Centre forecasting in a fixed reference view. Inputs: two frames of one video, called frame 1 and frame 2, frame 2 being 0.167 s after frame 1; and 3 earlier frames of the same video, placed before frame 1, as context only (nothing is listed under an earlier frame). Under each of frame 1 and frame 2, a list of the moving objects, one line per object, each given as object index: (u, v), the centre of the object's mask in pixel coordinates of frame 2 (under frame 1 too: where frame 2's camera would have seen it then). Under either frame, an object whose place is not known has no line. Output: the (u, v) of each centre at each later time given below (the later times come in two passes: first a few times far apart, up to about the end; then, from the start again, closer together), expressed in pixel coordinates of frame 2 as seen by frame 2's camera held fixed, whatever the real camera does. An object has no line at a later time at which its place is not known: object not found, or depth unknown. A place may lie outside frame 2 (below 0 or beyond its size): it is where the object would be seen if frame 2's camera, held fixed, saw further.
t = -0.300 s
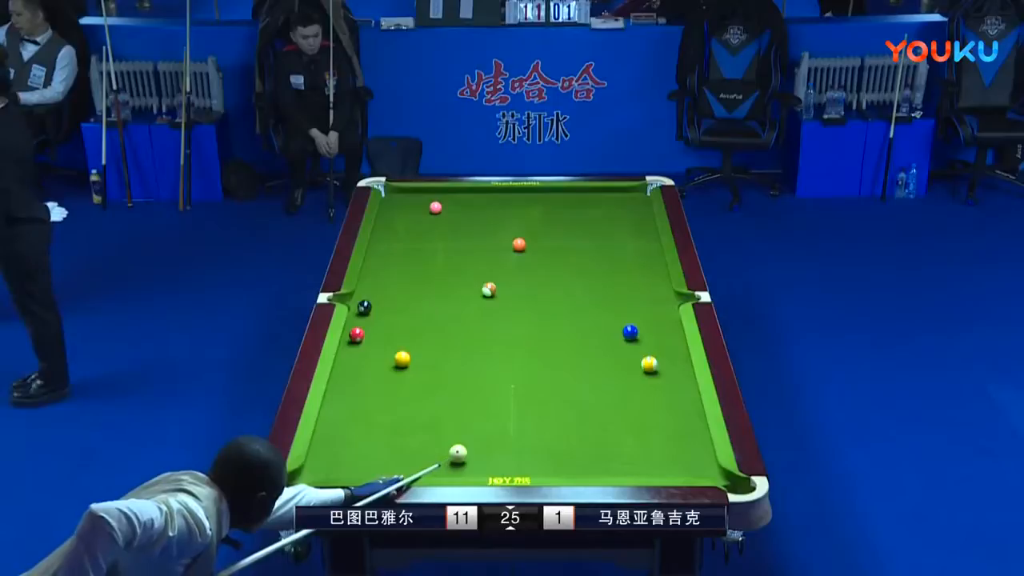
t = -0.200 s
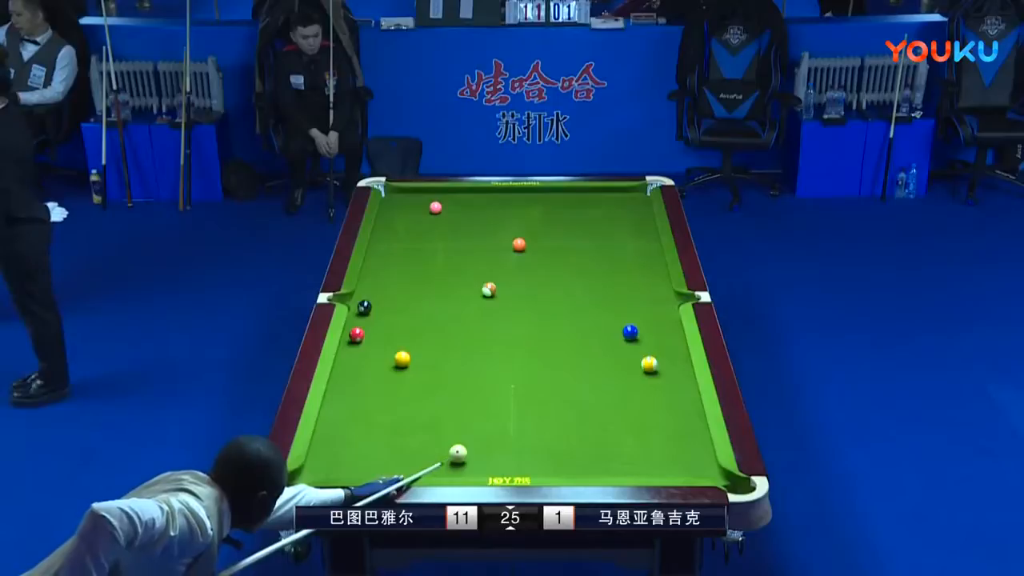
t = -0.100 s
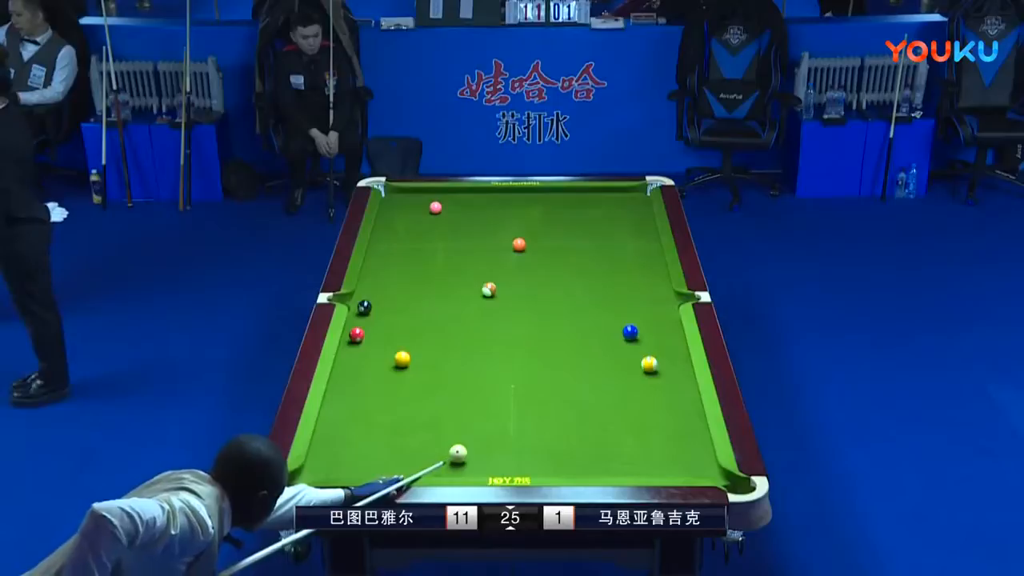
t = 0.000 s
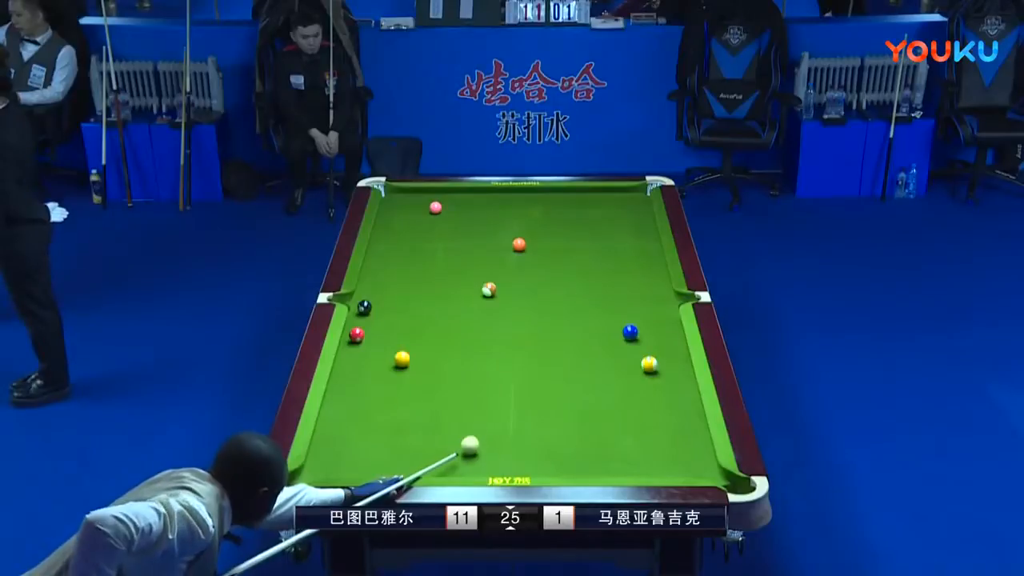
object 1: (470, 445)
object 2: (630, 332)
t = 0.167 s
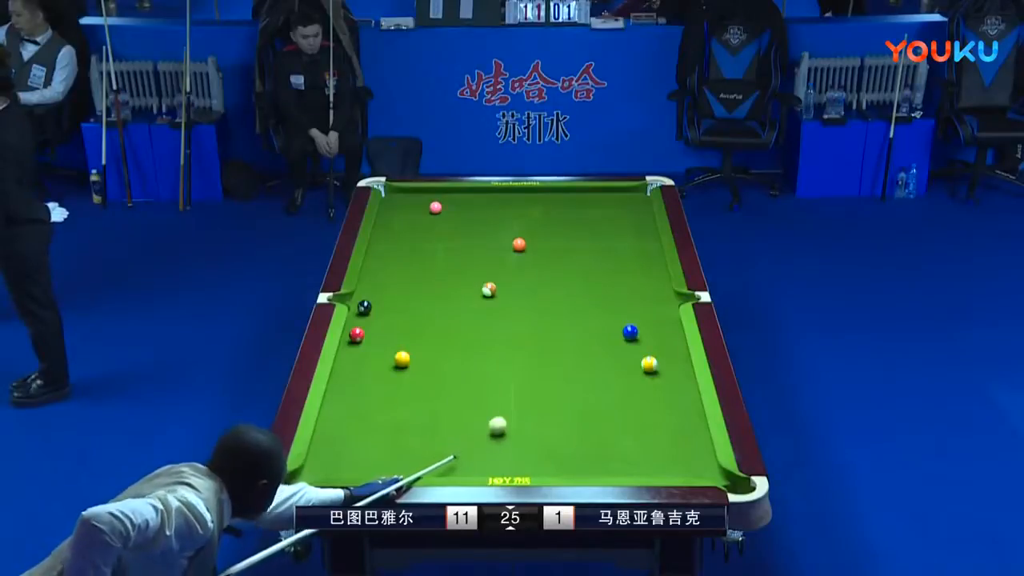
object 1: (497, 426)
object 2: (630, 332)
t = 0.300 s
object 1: (517, 412)
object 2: (630, 332)
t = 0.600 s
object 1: (558, 383)
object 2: (630, 332)
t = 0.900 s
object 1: (593, 358)
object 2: (630, 332)
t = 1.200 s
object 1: (622, 338)
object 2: (633, 329)
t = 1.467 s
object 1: (629, 335)
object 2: (649, 318)
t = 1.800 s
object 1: (638, 331)
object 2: (666, 305)
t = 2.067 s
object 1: (643, 330)
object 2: (678, 297)
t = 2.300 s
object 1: (646, 328)
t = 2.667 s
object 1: (650, 327)
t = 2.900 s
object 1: (652, 326)
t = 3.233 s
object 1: (649, 325)
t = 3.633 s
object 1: (653, 326)
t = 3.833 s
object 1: (652, 326)
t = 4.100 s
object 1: (653, 326)
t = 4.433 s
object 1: (653, 326)
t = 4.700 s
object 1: (653, 326)
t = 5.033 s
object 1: (653, 326)
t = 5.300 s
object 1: (653, 326)
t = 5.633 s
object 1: (653, 326)
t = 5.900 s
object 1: (653, 326)
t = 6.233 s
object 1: (653, 326)
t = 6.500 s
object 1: (653, 326)
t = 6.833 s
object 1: (653, 326)
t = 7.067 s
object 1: (653, 326)
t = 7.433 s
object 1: (653, 326)
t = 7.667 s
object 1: (653, 326)
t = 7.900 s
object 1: (653, 326)
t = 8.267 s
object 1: (653, 326)
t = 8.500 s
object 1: (653, 326)
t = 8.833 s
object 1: (653, 326)
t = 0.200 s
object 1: (503, 422)
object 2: (630, 332)
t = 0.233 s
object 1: (508, 418)
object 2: (630, 332)
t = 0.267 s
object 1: (512, 415)
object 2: (630, 332)
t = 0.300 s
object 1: (517, 412)
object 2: (630, 332)
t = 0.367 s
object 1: (526, 405)
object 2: (630, 332)
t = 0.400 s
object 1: (531, 401)
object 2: (630, 332)
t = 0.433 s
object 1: (536, 398)
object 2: (630, 332)
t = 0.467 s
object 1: (540, 395)
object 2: (630, 332)
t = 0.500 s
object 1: (544, 392)
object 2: (630, 332)
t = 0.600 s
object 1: (558, 383)
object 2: (630, 332)
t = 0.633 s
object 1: (562, 380)
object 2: (630, 332)
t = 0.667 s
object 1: (565, 377)
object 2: (630, 332)
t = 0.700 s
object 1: (570, 375)
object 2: (630, 332)
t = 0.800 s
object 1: (582, 366)
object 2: (630, 332)
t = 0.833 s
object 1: (585, 364)
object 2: (630, 332)
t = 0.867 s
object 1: (589, 361)
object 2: (630, 332)
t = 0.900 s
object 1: (593, 358)
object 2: (630, 332)
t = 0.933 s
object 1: (597, 355)
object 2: (630, 332)
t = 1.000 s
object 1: (604, 351)
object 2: (630, 332)
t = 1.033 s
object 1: (608, 348)
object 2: (630, 332)
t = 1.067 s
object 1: (612, 346)
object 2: (630, 332)
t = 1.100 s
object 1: (615, 343)
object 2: (630, 332)
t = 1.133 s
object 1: (618, 340)
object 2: (631, 332)
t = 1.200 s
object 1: (622, 338)
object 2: (633, 329)
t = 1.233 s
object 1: (623, 338)
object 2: (635, 328)
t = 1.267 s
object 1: (624, 337)
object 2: (637, 327)
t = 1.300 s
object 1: (625, 337)
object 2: (639, 324)
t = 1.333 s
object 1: (626, 336)
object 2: (641, 324)
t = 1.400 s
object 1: (628, 335)
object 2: (645, 321)
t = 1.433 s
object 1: (629, 335)
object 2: (647, 320)
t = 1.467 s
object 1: (629, 335)
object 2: (649, 318)
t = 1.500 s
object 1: (630, 334)
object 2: (651, 317)
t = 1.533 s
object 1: (631, 334)
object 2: (653, 315)
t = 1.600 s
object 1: (633, 333)
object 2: (656, 312)
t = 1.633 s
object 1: (634, 333)
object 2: (658, 311)
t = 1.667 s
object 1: (634, 333)
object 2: (659, 310)
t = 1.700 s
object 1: (635, 332)
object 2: (661, 309)
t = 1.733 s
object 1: (636, 332)
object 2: (663, 307)
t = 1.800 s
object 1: (638, 331)
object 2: (666, 305)
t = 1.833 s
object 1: (638, 331)
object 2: (668, 305)
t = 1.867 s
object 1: (639, 331)
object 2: (669, 303)
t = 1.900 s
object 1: (640, 330)
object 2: (671, 301)
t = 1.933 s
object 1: (640, 330)
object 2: (672, 300)
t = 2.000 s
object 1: (642, 330)
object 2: (677, 298)
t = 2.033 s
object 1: (642, 330)
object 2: (678, 297)
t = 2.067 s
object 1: (643, 330)
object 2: (678, 297)
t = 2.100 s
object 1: (643, 329)
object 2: (678, 298)
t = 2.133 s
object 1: (644, 329)
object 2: (678, 298)
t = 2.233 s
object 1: (645, 328)
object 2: (683, 301)
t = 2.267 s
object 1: (646, 328)
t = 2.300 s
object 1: (646, 328)
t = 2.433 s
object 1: (648, 327)
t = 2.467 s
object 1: (649, 327)
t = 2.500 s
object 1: (649, 327)
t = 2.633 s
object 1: (650, 327)
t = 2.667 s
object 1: (650, 327)
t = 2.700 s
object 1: (651, 327)
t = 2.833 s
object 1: (652, 326)
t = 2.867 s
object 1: (652, 326)
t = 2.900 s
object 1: (652, 326)
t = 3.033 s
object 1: (652, 326)
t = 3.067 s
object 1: (652, 326)
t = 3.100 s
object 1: (652, 326)
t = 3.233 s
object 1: (649, 325)
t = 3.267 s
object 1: (652, 326)
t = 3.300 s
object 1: (653, 326)
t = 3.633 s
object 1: (653, 326)
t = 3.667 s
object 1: (653, 326)
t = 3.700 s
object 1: (653, 326)
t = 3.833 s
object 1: (652, 326)
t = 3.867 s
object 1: (653, 326)
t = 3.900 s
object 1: (652, 326)
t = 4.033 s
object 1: (653, 326)
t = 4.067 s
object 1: (653, 326)
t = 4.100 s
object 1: (653, 326)
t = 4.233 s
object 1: (653, 326)
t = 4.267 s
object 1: (653, 326)
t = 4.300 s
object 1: (653, 326)
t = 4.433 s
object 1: (653, 326)
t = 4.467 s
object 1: (653, 326)
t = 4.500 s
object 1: (653, 326)
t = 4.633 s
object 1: (653, 326)
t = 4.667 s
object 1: (653, 326)
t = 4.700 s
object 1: (653, 326)
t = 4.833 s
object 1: (653, 326)
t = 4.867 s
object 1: (653, 326)
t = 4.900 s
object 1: (653, 326)
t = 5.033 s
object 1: (653, 326)
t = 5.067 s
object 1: (653, 326)
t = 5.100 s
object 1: (653, 326)
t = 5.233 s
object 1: (653, 326)
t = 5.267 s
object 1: (653, 326)
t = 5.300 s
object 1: (653, 326)
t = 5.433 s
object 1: (653, 326)
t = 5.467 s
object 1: (653, 326)
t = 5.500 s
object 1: (653, 326)
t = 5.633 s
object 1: (653, 326)
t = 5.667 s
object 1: (653, 326)
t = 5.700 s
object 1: (653, 326)
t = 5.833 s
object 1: (653, 326)
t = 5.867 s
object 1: (653, 326)
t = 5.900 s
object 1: (653, 326)
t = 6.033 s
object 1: (653, 326)
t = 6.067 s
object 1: (653, 326)
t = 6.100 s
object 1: (653, 326)
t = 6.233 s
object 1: (653, 326)
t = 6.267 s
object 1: (653, 326)
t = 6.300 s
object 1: (653, 326)
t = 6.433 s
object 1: (653, 326)
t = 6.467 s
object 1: (653, 326)
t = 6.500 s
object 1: (653, 326)
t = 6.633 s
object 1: (653, 326)
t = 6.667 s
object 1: (653, 326)
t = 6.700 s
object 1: (653, 326)
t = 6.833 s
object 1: (653, 326)
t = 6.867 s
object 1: (653, 326)
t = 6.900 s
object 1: (653, 326)
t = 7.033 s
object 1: (653, 326)
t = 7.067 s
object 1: (653, 326)
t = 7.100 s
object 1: (653, 326)
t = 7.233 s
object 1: (653, 326)
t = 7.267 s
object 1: (653, 326)
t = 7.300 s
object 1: (653, 326)
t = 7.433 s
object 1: (653, 326)
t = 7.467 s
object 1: (653, 326)
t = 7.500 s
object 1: (653, 326)
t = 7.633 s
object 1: (653, 326)
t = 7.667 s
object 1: (653, 326)
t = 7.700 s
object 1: (653, 326)
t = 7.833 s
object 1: (653, 326)
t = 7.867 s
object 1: (653, 326)
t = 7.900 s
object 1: (653, 326)
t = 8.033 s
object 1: (653, 326)
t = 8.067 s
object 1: (653, 326)
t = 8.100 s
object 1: (653, 326)
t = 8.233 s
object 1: (653, 326)
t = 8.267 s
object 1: (653, 326)
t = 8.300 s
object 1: (653, 326)
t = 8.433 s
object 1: (653, 326)
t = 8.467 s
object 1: (653, 326)
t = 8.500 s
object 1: (653, 326)
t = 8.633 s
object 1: (653, 326)
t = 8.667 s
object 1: (653, 326)
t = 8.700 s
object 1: (653, 326)
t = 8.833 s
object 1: (653, 326)
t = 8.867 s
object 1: (653, 326)
